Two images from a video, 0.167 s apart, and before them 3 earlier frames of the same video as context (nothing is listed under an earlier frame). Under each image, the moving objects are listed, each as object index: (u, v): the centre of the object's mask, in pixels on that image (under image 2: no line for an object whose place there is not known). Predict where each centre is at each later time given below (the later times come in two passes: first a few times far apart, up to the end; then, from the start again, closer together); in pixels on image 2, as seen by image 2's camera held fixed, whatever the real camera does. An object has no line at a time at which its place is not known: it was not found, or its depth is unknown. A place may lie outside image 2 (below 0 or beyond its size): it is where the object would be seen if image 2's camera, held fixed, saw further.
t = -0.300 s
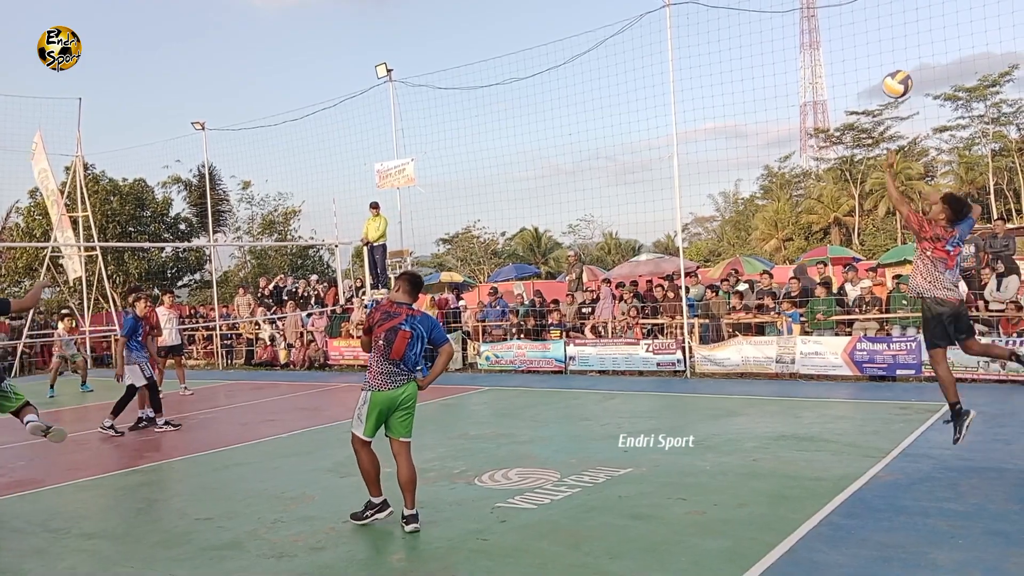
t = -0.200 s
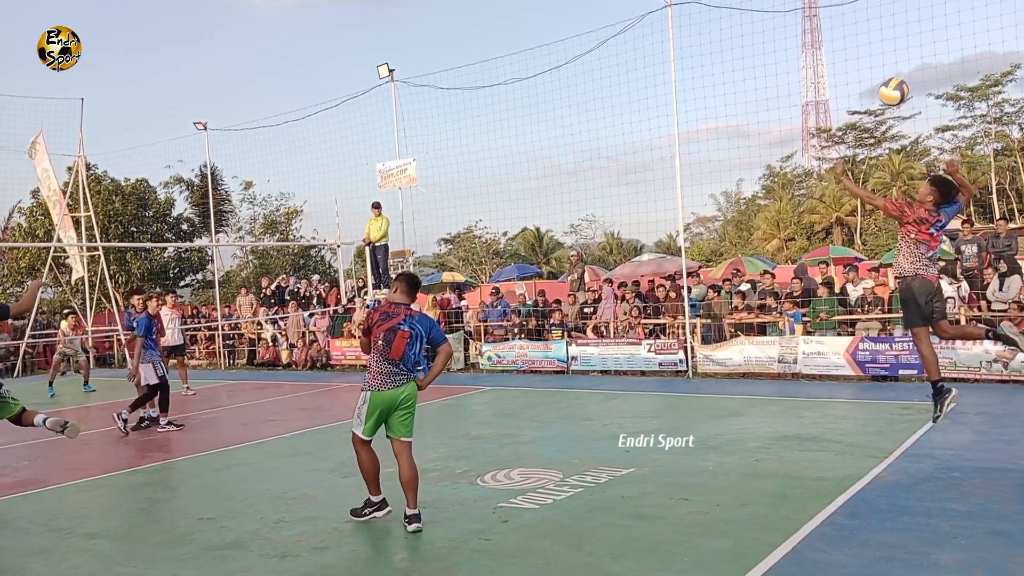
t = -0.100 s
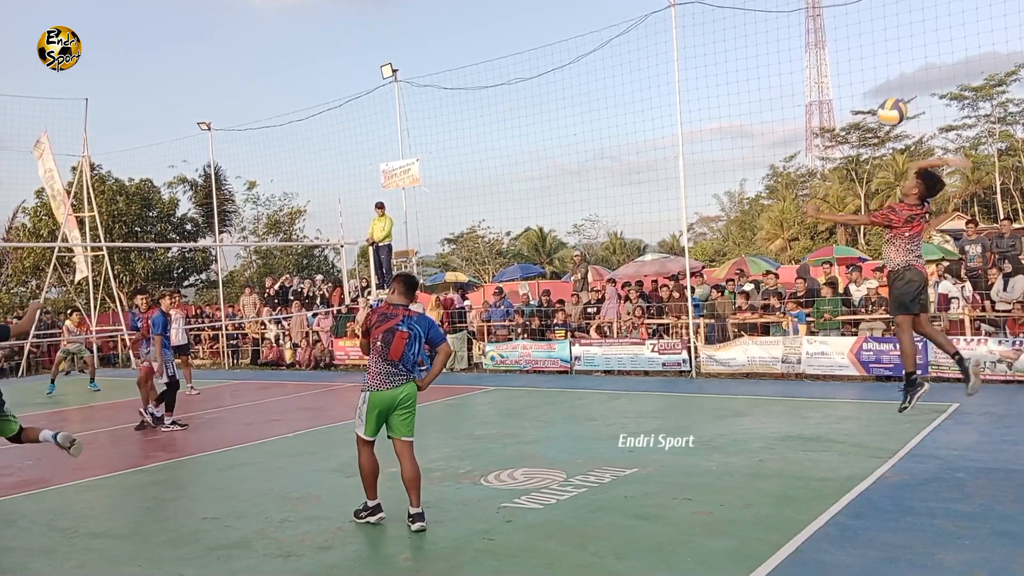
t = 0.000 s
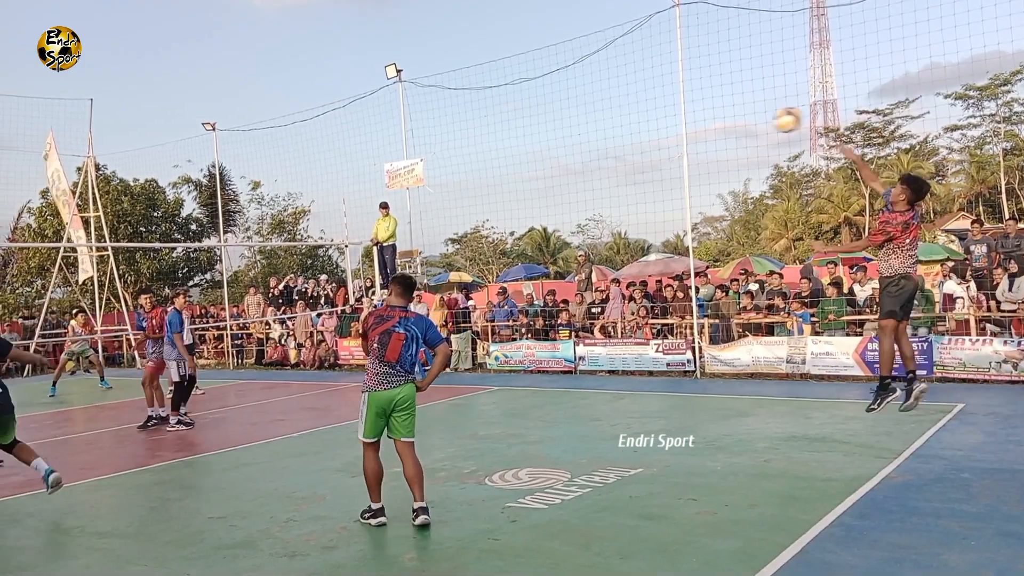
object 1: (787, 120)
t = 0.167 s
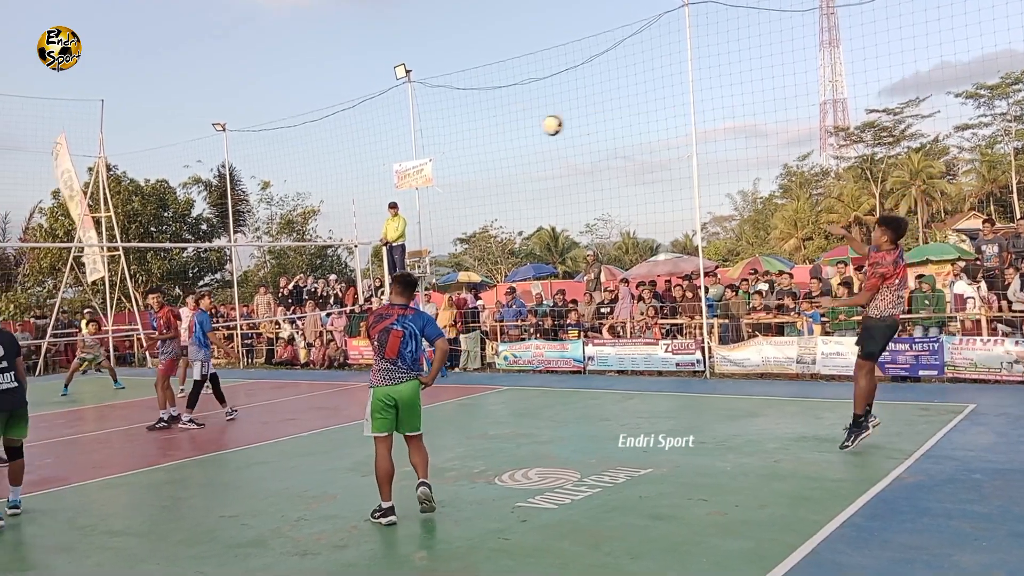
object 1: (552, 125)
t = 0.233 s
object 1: (479, 134)
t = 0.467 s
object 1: (290, 183)
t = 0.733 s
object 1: (150, 258)
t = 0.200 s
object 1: (514, 129)
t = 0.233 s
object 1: (479, 134)
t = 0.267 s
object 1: (447, 140)
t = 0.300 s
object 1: (416, 146)
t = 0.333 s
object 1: (388, 153)
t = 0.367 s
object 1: (361, 160)
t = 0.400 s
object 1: (336, 168)
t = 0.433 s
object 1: (312, 175)
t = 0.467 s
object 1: (290, 183)
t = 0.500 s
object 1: (268, 190)
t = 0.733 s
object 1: (150, 258)
